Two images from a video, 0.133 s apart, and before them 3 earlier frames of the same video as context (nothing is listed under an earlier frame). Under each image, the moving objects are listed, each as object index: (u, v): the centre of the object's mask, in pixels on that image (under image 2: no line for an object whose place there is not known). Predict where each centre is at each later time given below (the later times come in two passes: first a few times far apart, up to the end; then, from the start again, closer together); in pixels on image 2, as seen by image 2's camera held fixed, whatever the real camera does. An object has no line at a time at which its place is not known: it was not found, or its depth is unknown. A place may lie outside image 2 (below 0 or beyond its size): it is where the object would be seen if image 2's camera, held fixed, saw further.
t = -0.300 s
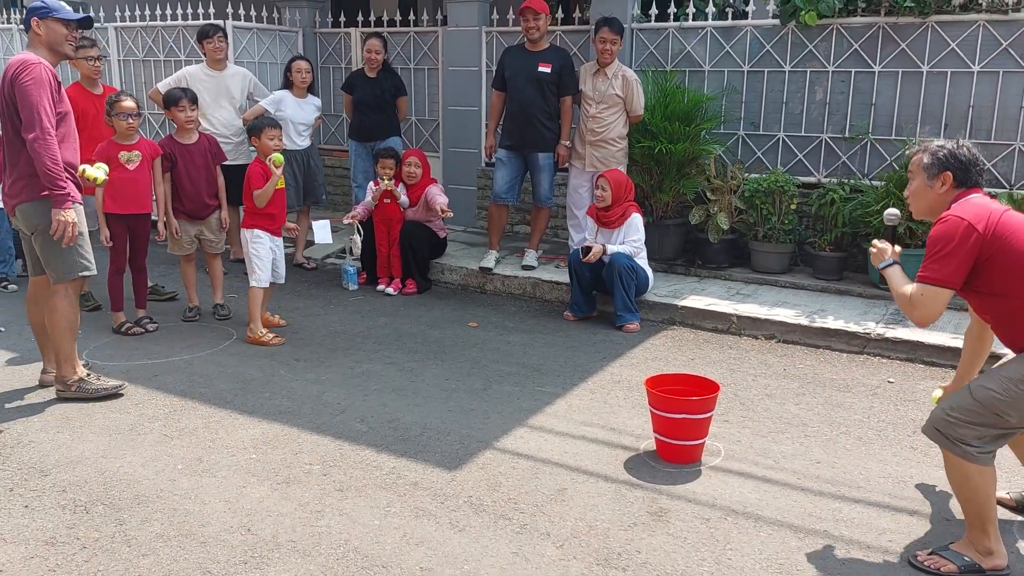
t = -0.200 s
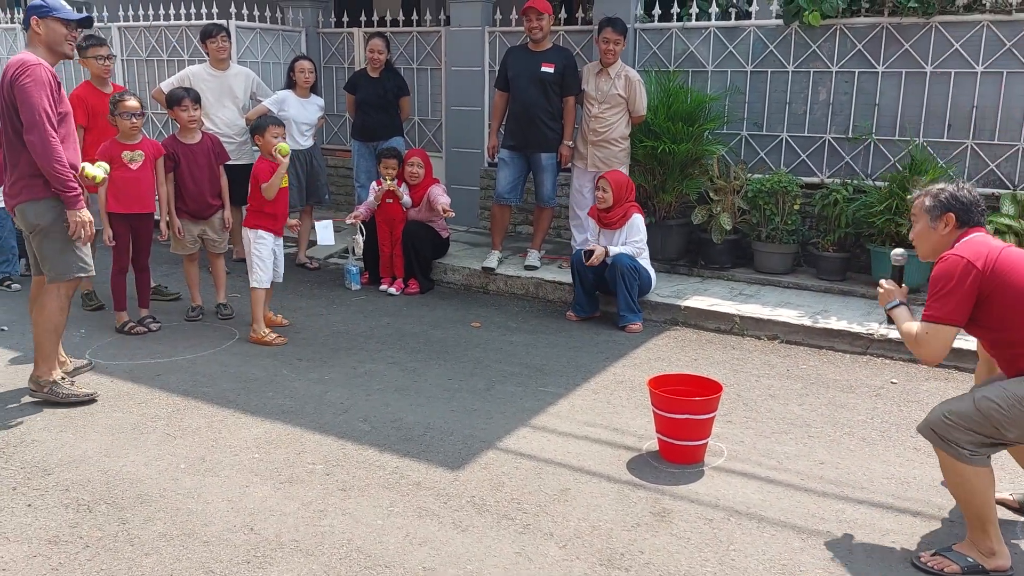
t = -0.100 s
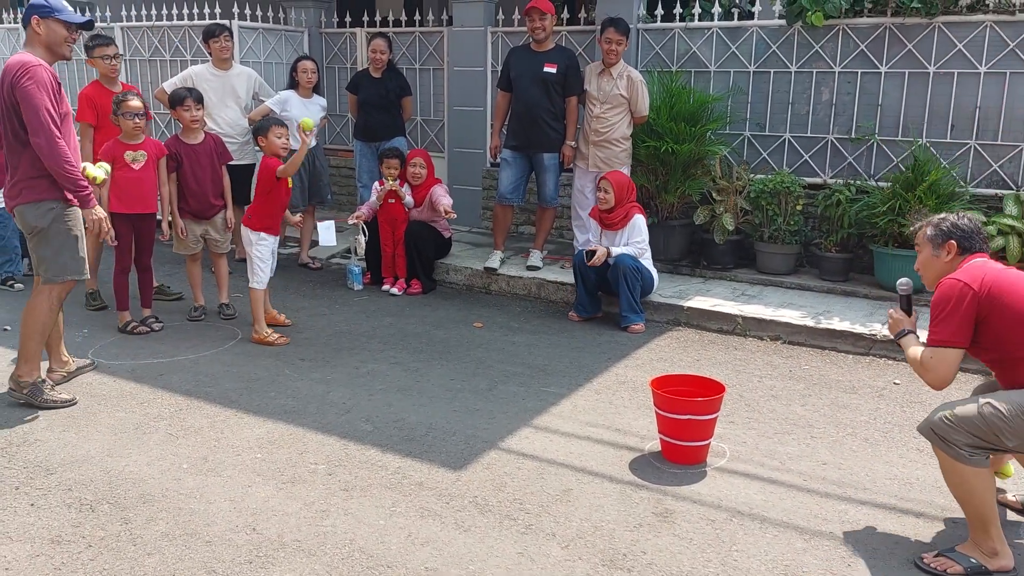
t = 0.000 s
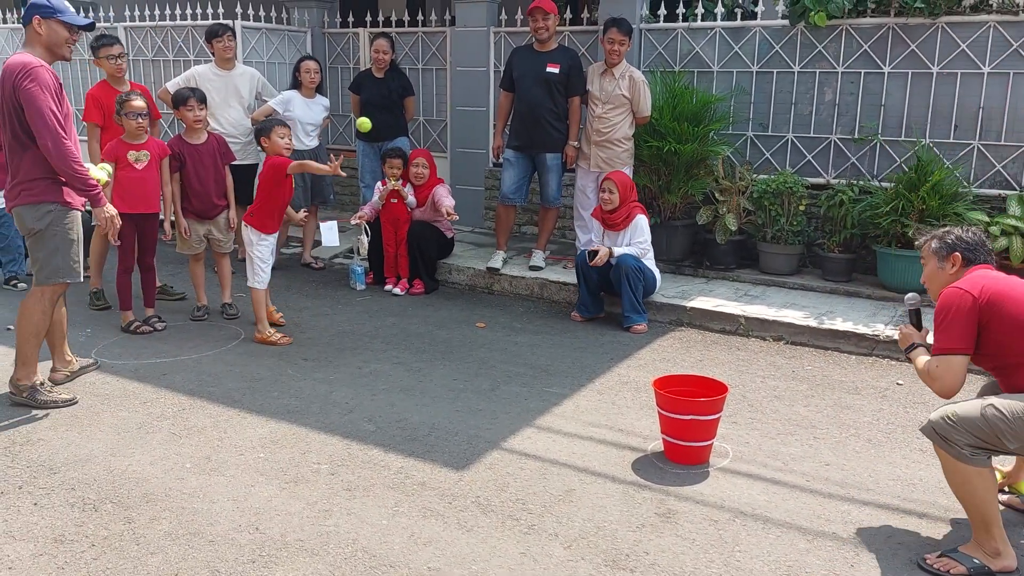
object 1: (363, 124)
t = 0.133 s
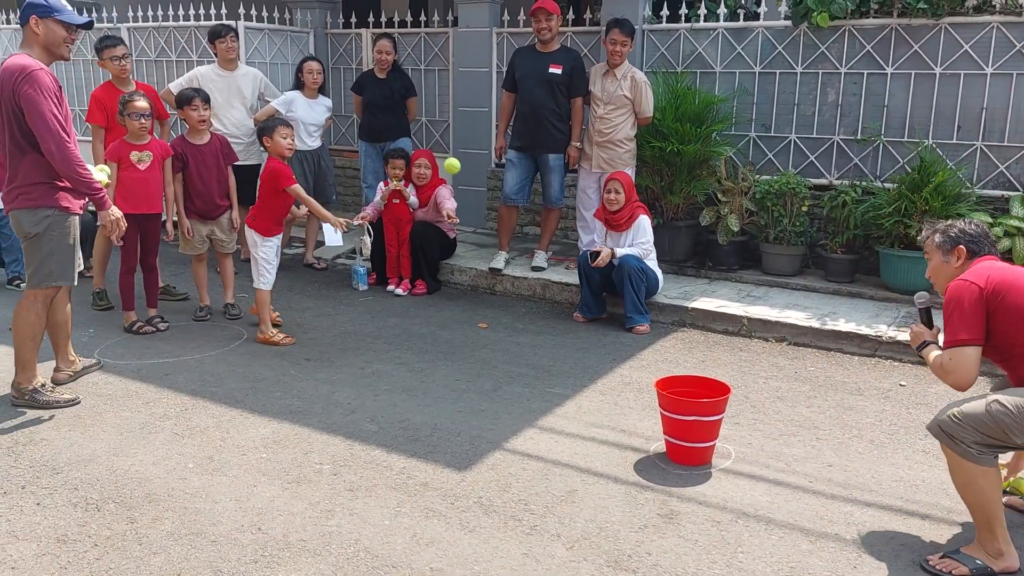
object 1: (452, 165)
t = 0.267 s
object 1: (552, 259)
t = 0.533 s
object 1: (772, 419)
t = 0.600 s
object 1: (821, 381)
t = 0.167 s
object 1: (476, 184)
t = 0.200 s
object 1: (500, 205)
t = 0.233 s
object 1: (526, 231)
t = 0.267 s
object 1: (552, 259)
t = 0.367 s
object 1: (640, 373)
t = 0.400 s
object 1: (672, 422)
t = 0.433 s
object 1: (705, 475)
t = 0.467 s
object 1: (728, 464)
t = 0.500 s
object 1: (749, 440)
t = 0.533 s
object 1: (772, 419)
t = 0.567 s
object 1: (796, 398)
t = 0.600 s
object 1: (821, 381)
